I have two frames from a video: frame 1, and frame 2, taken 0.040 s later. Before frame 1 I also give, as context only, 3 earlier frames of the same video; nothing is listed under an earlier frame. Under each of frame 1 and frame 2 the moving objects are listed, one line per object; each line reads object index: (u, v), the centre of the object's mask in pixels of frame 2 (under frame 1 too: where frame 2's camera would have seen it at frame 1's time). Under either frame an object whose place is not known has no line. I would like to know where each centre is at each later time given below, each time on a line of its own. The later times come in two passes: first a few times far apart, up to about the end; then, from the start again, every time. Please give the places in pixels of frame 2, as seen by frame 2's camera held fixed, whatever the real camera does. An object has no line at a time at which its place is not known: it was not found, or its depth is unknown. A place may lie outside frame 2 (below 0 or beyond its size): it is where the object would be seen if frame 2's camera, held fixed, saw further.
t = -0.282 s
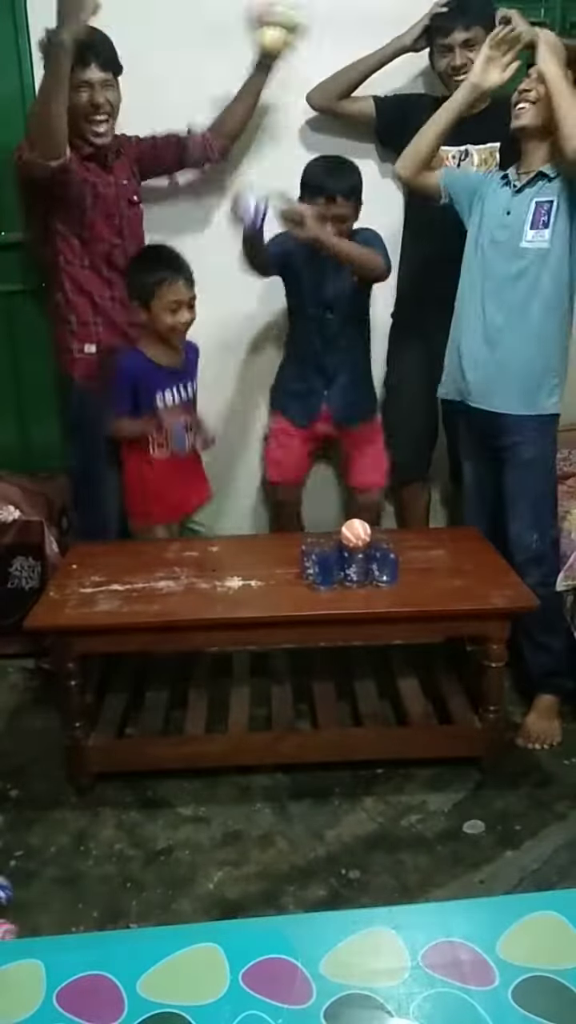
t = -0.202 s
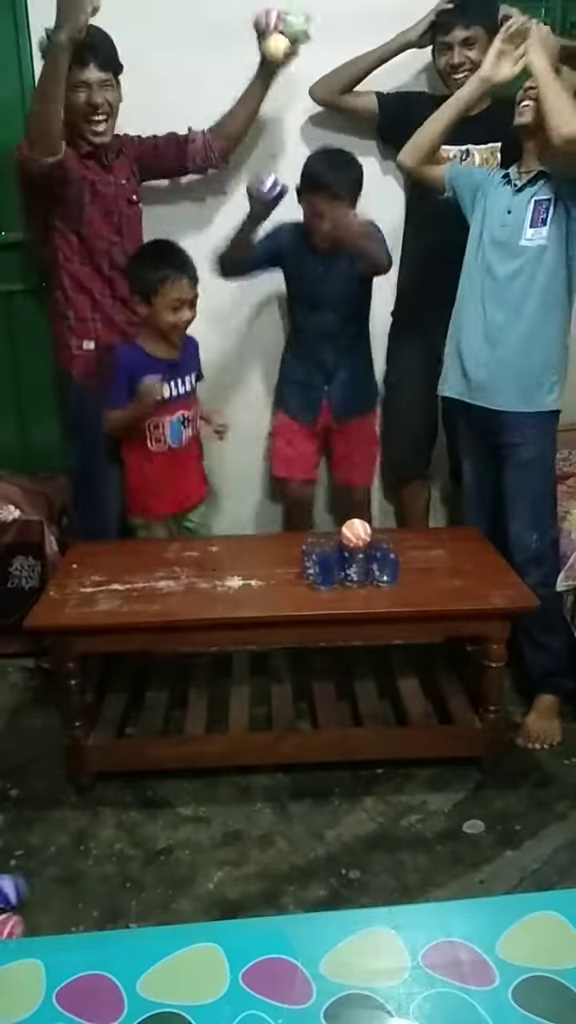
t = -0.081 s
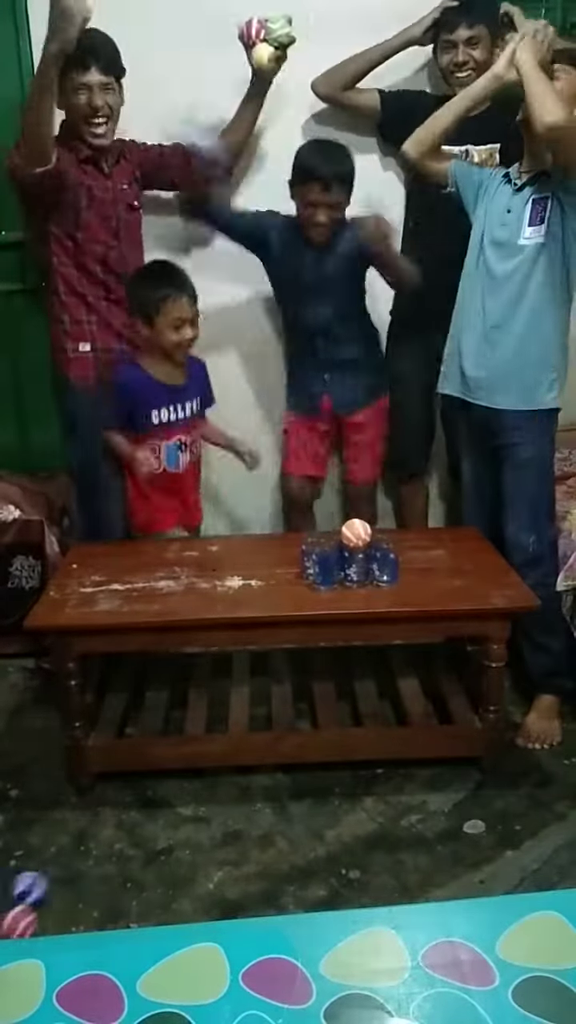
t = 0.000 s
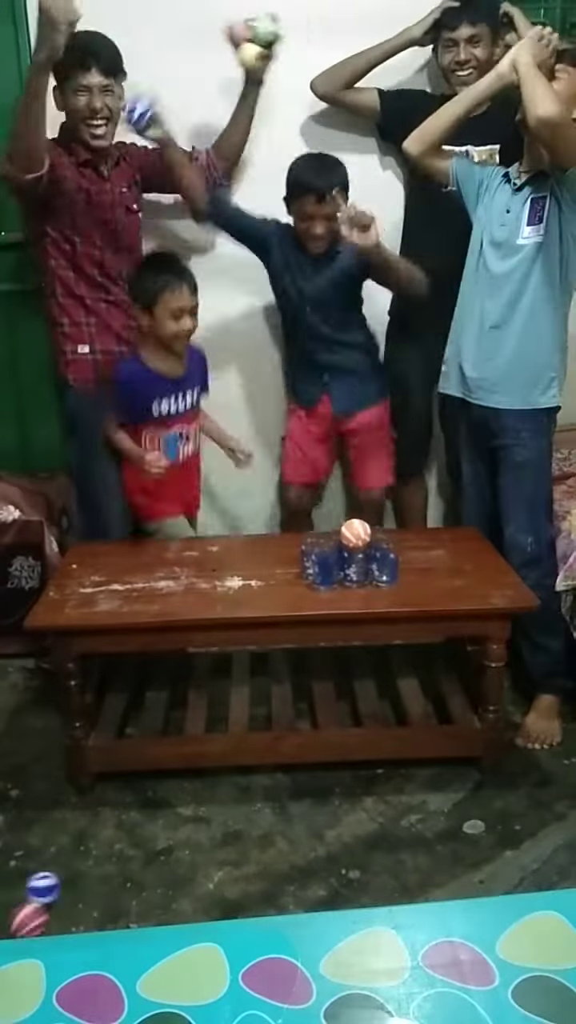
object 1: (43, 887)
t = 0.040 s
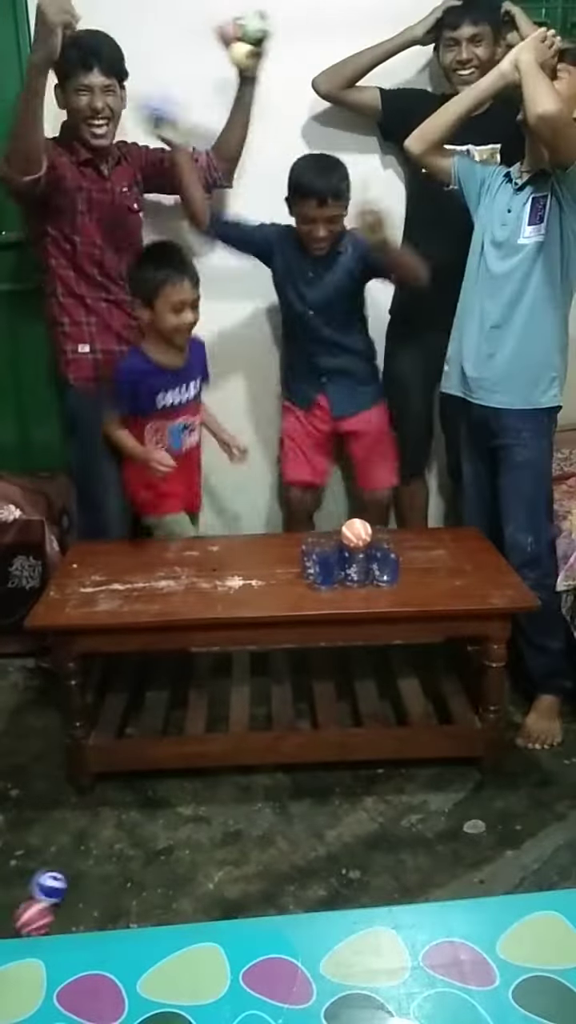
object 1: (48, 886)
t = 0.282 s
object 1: (86, 878)
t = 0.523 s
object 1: (127, 869)
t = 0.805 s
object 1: (160, 854)
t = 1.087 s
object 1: (195, 838)
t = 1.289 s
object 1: (206, 827)
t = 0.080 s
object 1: (54, 885)
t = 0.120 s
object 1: (61, 884)
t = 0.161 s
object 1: (67, 883)
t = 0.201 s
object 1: (73, 882)
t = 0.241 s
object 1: (79, 881)
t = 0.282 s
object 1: (86, 878)
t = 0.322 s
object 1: (93, 877)
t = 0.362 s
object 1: (100, 877)
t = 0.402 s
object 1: (108, 875)
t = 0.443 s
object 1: (115, 873)
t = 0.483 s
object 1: (121, 871)
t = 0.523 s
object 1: (127, 869)
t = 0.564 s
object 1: (132, 868)
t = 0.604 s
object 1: (137, 867)
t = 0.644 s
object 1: (141, 864)
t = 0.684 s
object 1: (146, 861)
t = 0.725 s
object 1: (152, 858)
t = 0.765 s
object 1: (158, 856)
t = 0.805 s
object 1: (160, 854)
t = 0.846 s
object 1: (165, 852)
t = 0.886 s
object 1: (172, 849)
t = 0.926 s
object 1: (177, 846)
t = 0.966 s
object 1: (182, 844)
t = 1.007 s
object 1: (187, 842)
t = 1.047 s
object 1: (191, 840)
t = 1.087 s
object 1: (195, 838)
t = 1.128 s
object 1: (197, 836)
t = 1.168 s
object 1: (200, 834)
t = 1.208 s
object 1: (202, 833)
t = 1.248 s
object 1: (204, 831)
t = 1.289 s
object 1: (206, 827)
